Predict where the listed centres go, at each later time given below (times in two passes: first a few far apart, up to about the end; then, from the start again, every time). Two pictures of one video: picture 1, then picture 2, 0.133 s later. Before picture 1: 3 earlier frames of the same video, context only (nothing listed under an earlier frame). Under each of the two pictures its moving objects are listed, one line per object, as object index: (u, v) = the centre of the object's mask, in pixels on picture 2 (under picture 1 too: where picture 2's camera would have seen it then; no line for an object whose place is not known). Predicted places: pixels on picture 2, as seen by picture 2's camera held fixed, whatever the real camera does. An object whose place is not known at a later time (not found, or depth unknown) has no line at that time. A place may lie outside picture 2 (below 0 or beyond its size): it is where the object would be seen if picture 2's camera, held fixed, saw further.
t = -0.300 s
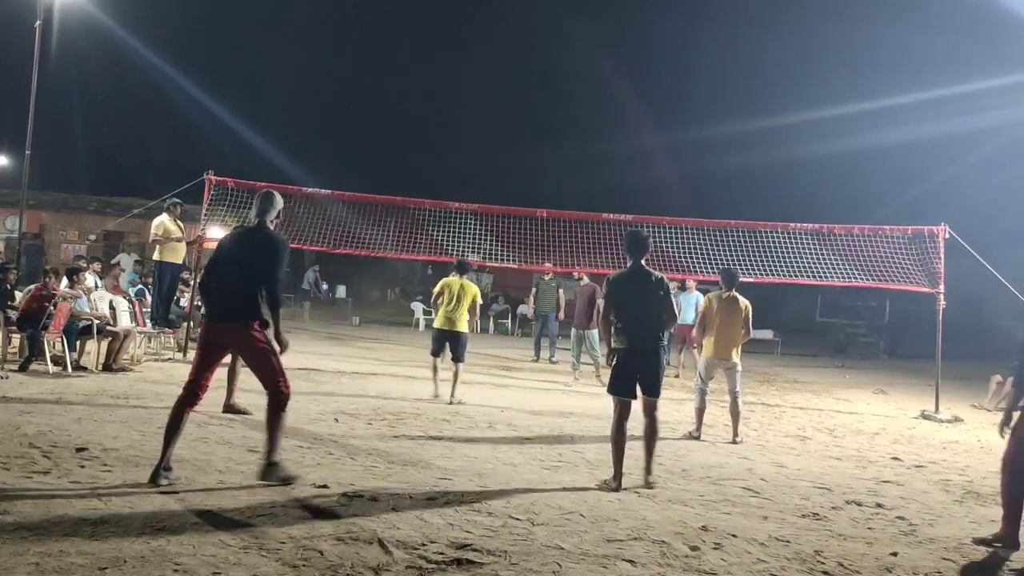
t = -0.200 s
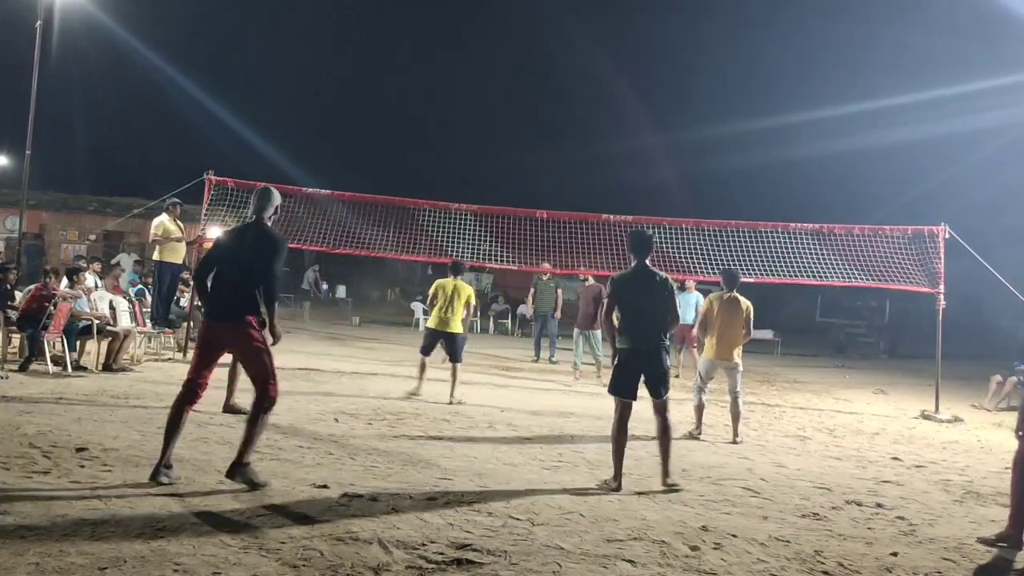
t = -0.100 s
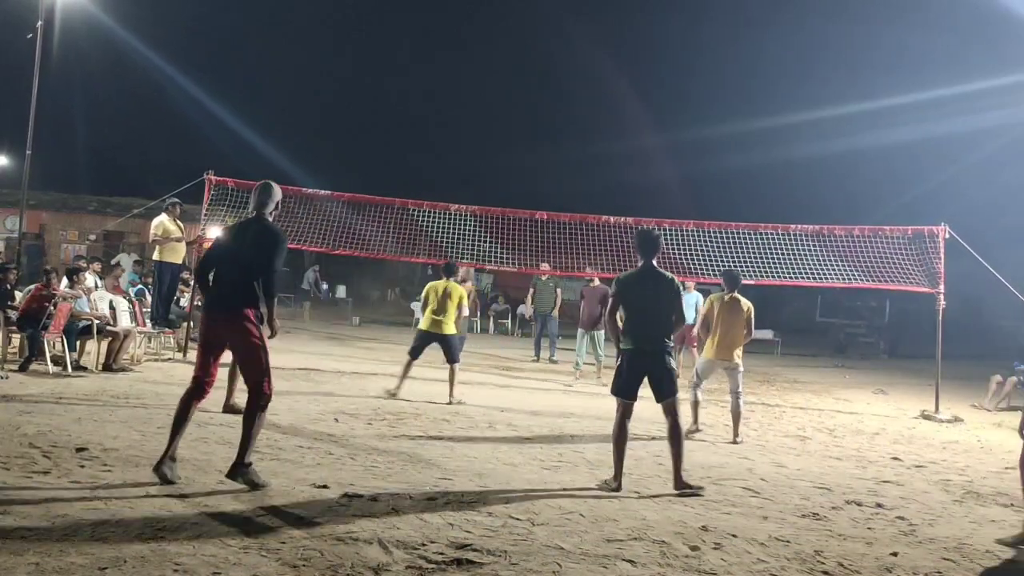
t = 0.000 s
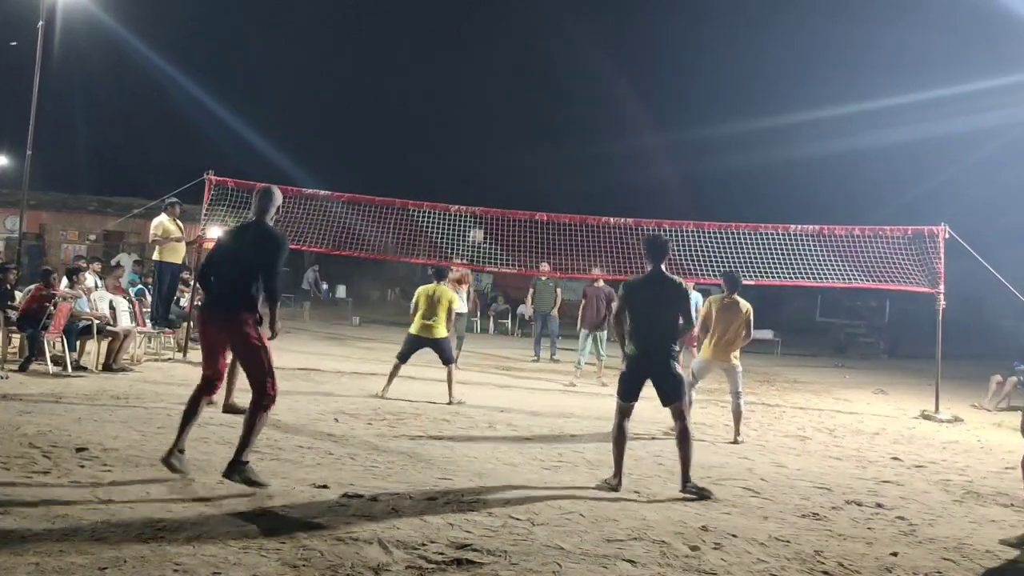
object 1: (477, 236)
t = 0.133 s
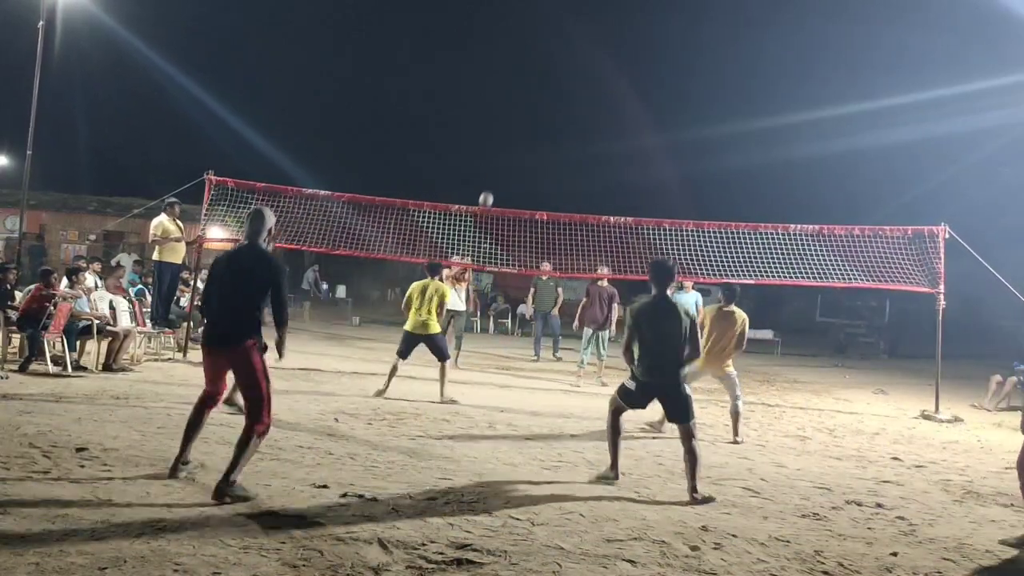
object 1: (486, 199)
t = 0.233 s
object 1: (493, 180)
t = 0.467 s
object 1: (509, 160)
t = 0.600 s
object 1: (517, 168)
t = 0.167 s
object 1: (488, 192)
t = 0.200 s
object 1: (491, 186)
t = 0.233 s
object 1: (493, 180)
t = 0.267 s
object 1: (495, 175)
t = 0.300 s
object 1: (498, 170)
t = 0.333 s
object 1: (500, 166)
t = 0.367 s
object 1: (502, 164)
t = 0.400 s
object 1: (505, 162)
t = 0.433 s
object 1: (507, 160)
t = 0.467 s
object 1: (509, 160)
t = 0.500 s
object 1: (511, 161)
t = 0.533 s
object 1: (513, 162)
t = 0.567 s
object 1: (515, 164)
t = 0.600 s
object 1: (517, 168)
